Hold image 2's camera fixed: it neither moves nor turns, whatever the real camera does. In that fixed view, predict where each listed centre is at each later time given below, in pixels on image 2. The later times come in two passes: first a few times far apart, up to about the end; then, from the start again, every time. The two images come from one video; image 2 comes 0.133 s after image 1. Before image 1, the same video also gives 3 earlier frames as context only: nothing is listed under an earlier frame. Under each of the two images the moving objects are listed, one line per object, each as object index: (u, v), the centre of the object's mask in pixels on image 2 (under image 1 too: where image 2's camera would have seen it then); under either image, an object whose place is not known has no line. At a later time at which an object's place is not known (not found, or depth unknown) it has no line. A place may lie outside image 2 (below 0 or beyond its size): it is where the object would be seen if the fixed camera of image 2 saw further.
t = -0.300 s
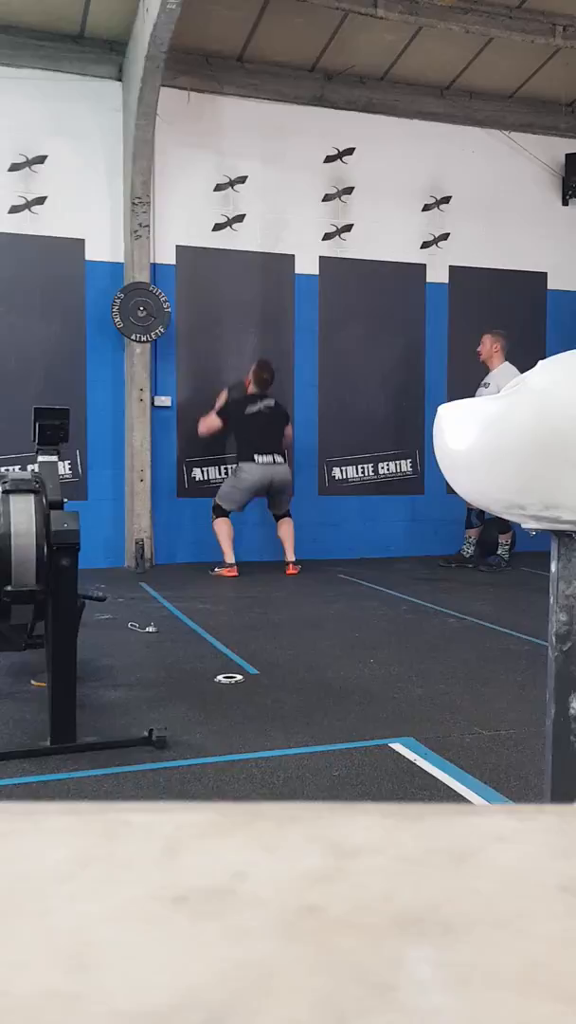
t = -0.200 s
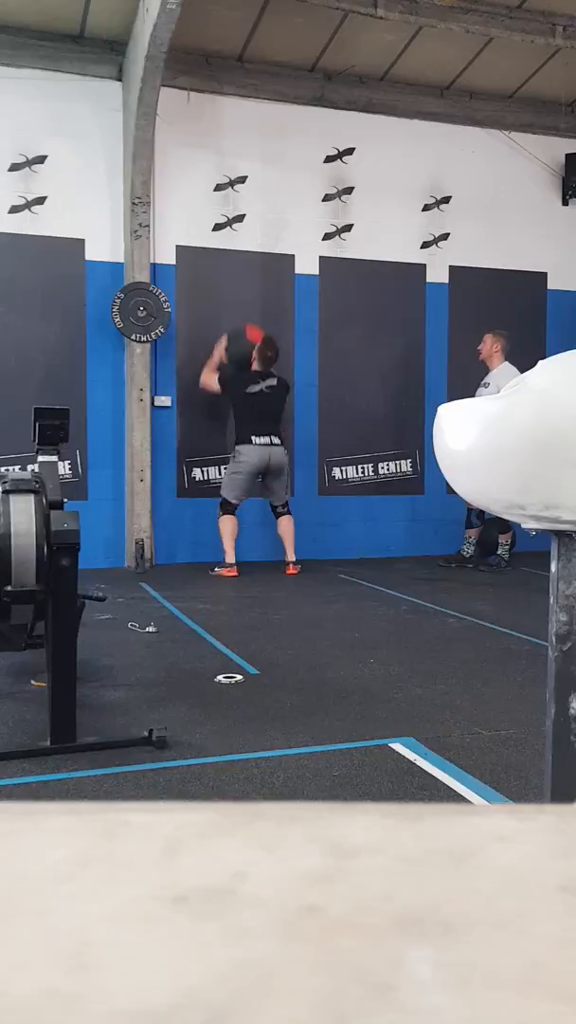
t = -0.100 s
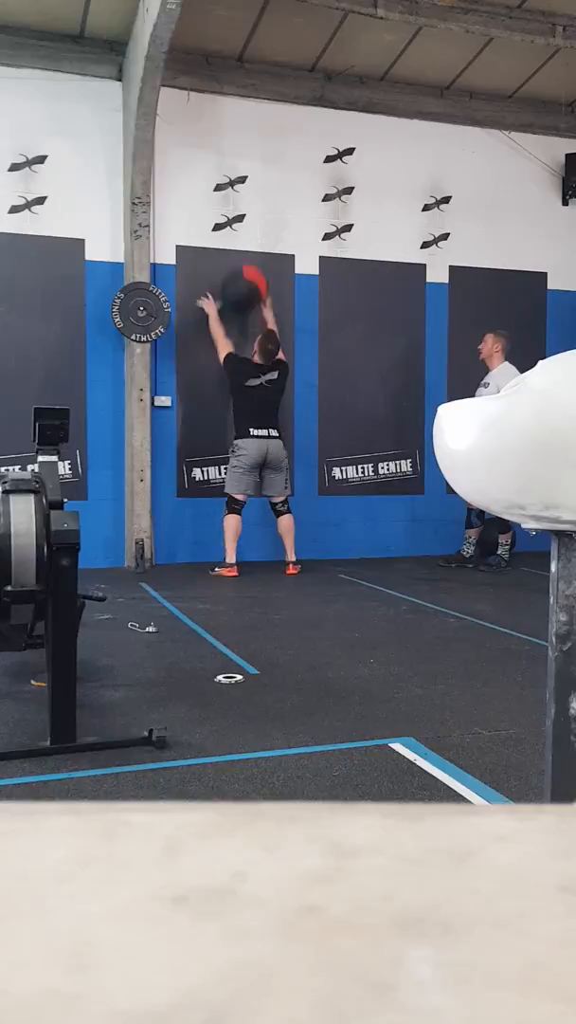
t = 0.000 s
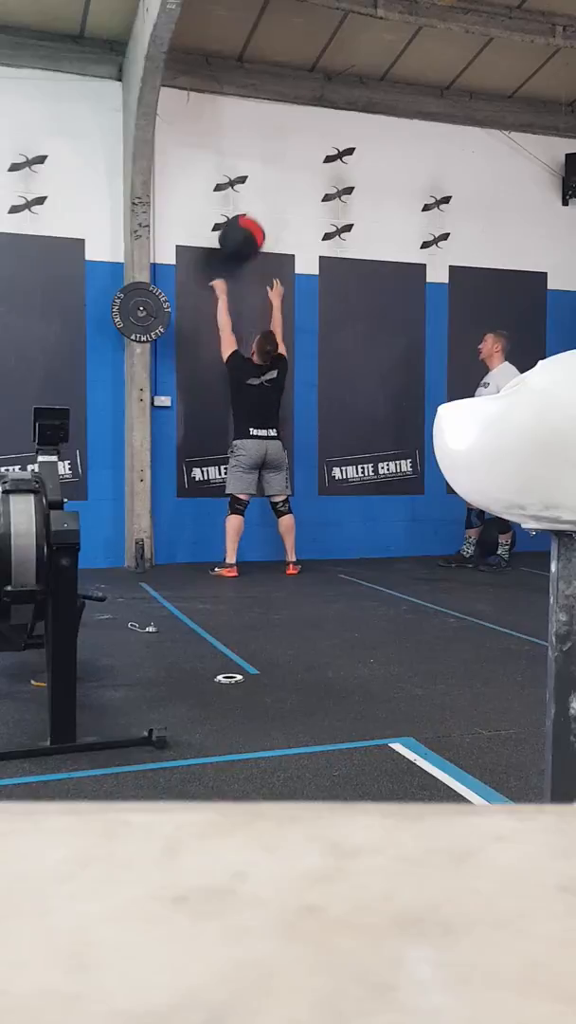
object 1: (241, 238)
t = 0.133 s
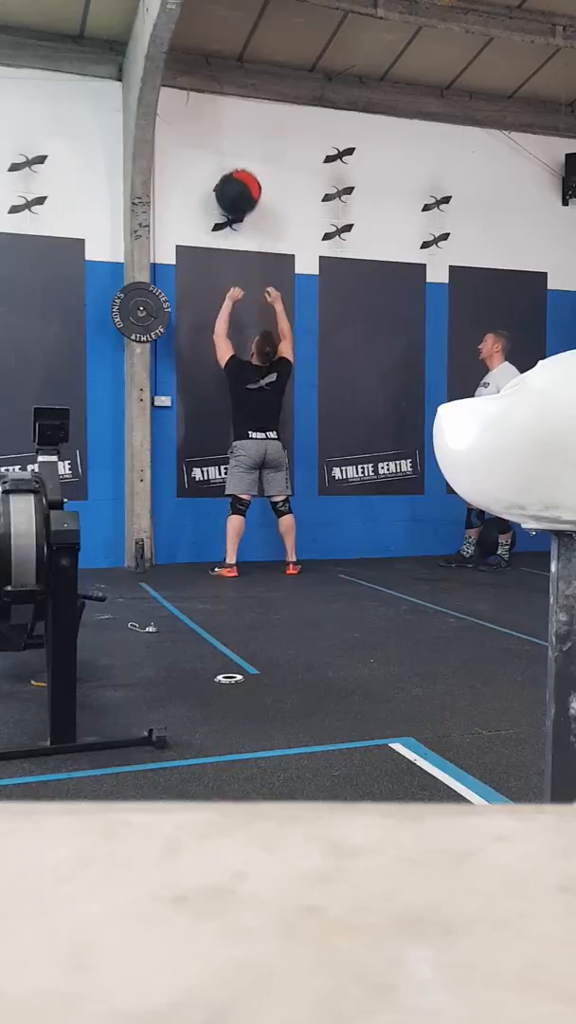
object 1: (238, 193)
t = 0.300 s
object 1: (233, 169)
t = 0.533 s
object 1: (237, 185)
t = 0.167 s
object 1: (237, 185)
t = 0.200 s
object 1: (236, 178)
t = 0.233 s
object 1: (235, 174)
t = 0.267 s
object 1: (234, 171)
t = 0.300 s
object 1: (233, 169)
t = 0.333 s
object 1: (233, 168)
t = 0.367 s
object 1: (234, 168)
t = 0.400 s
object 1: (234, 168)
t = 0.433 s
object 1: (235, 170)
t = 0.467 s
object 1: (235, 174)
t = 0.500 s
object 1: (236, 179)
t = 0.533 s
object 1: (237, 185)
